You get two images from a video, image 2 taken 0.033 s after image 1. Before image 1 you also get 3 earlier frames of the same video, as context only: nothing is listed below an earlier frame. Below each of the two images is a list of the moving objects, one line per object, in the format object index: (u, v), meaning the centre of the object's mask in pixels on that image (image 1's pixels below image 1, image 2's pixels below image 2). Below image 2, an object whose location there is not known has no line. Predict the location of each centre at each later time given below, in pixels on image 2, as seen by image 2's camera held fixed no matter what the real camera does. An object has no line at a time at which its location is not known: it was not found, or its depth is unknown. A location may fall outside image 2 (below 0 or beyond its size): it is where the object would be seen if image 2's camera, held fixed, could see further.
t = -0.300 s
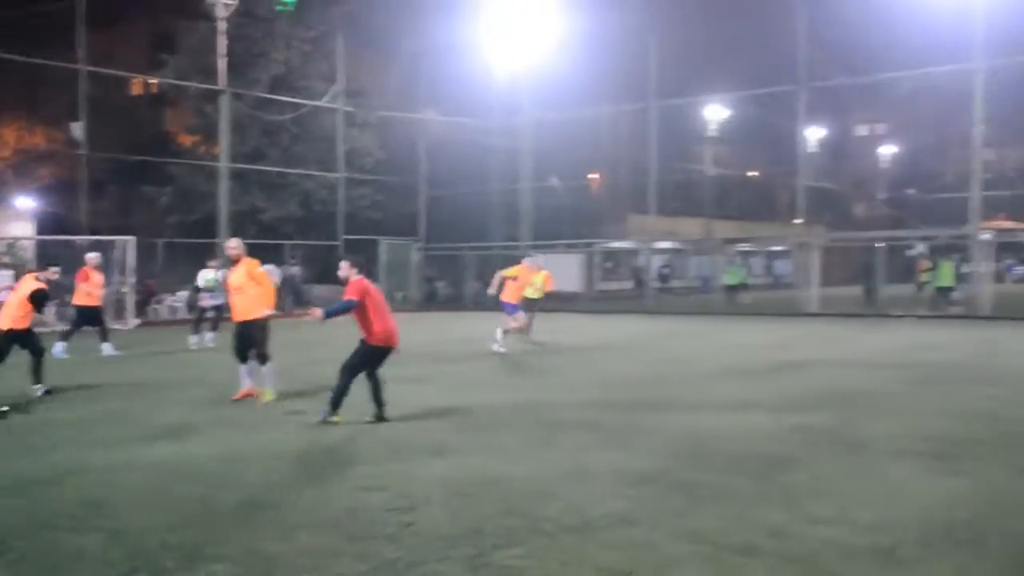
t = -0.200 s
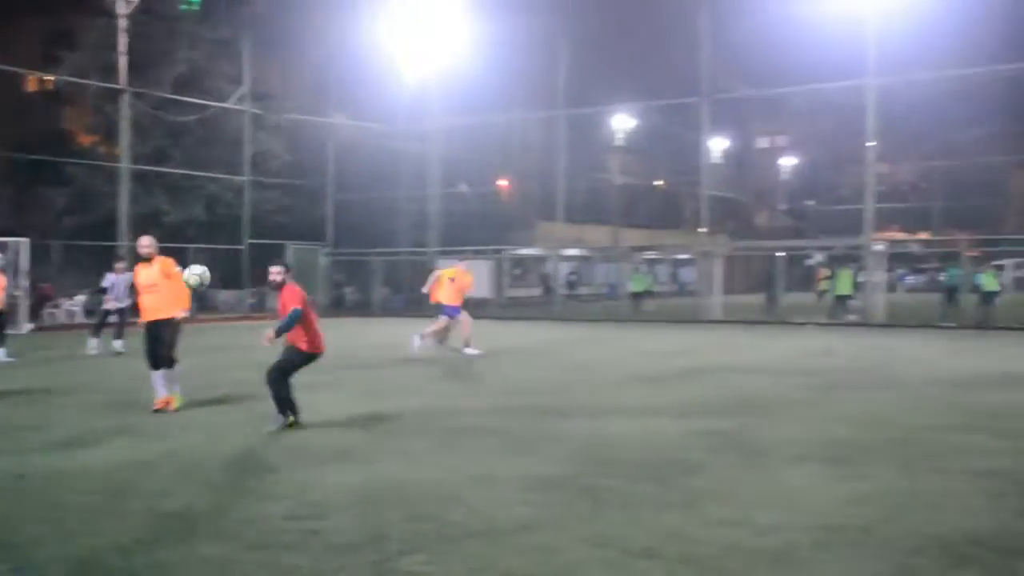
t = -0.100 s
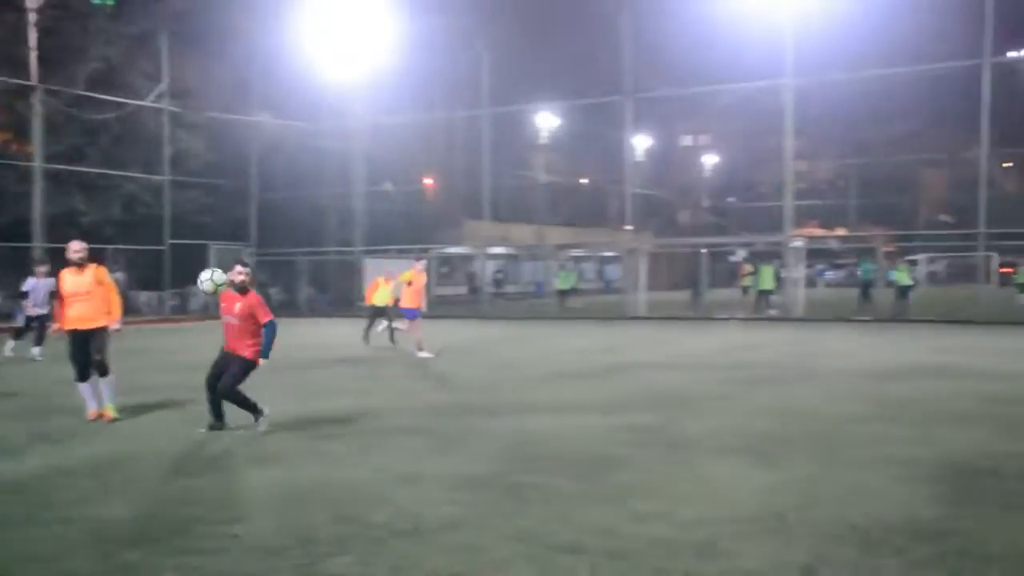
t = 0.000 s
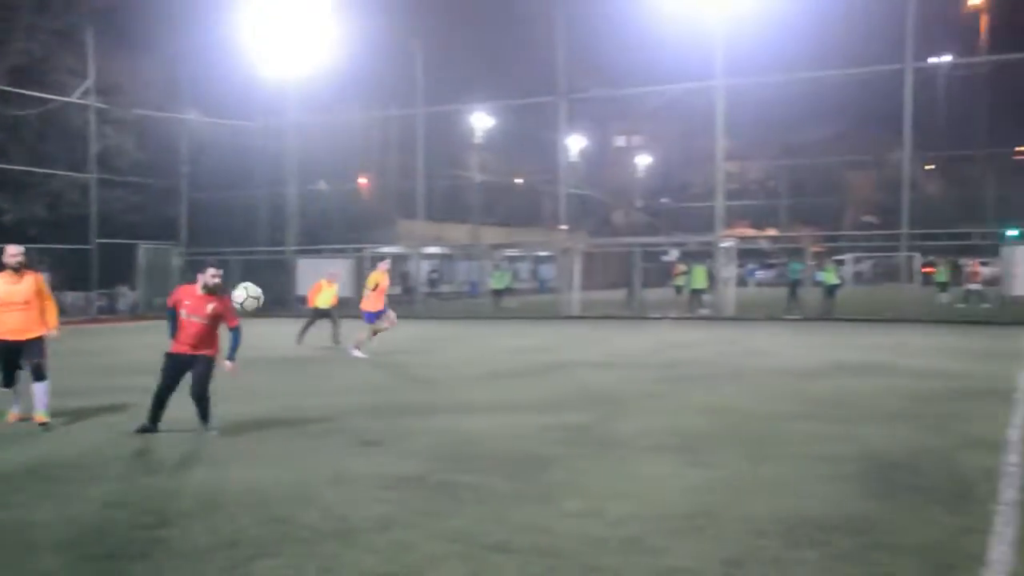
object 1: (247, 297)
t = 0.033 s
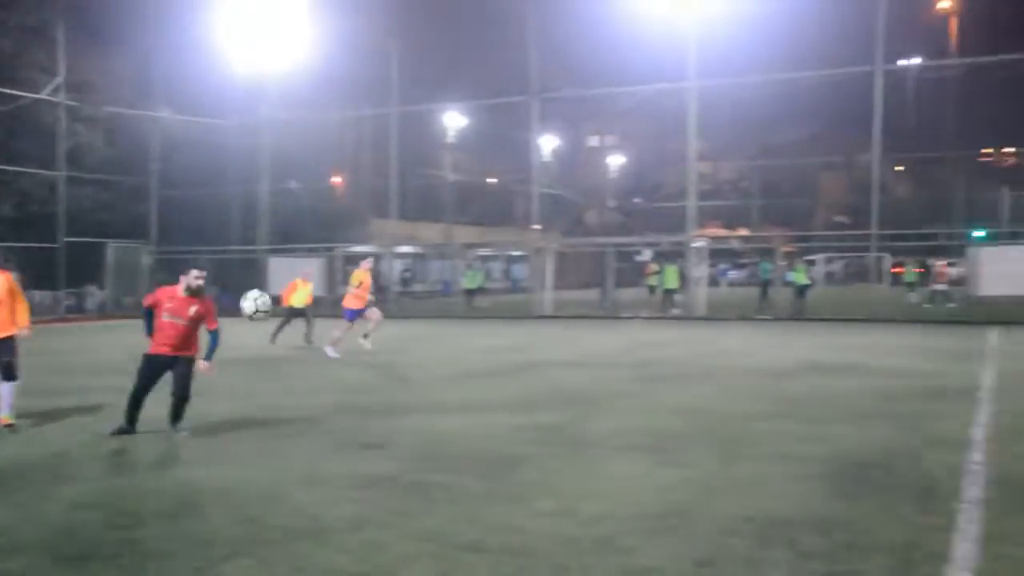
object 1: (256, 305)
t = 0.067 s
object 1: (292, 315)
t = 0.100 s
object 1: (330, 327)
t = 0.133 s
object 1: (369, 339)
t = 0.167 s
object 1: (409, 354)
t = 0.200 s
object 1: (449, 372)
